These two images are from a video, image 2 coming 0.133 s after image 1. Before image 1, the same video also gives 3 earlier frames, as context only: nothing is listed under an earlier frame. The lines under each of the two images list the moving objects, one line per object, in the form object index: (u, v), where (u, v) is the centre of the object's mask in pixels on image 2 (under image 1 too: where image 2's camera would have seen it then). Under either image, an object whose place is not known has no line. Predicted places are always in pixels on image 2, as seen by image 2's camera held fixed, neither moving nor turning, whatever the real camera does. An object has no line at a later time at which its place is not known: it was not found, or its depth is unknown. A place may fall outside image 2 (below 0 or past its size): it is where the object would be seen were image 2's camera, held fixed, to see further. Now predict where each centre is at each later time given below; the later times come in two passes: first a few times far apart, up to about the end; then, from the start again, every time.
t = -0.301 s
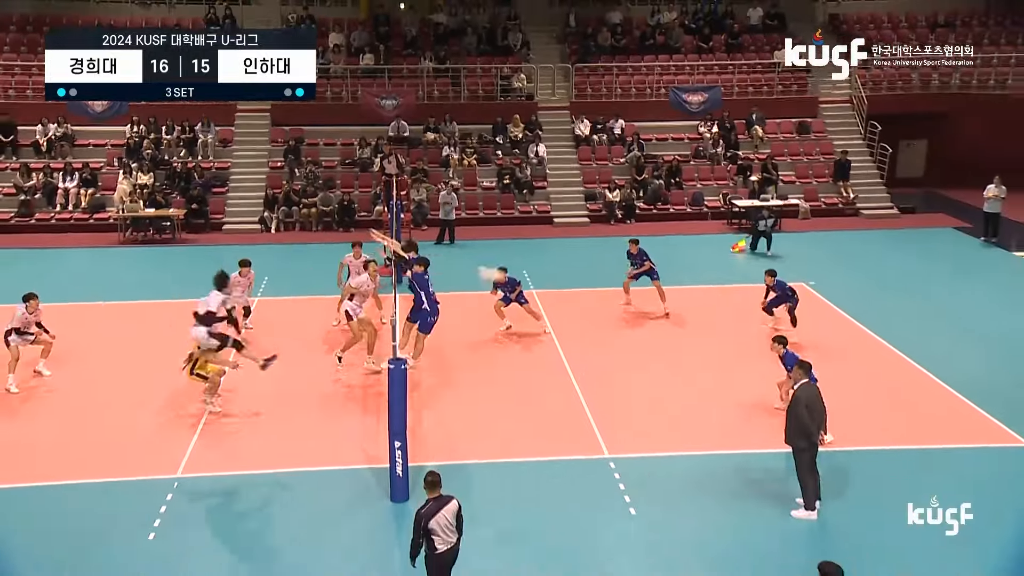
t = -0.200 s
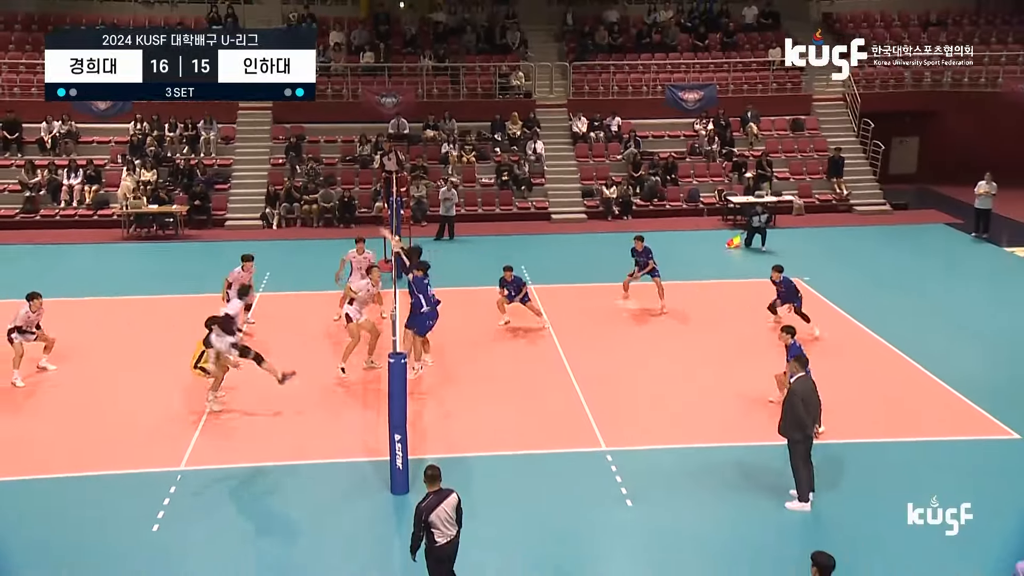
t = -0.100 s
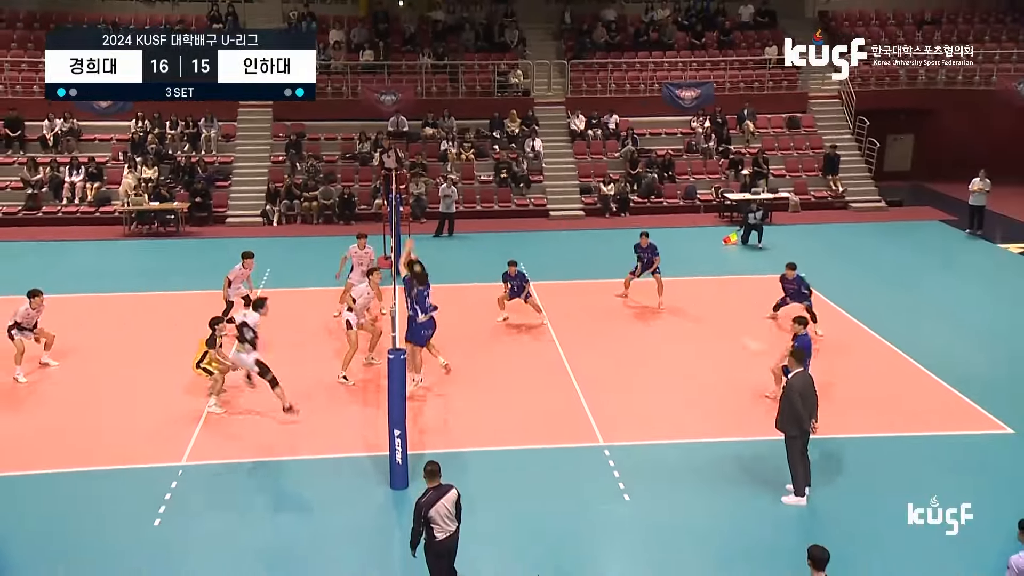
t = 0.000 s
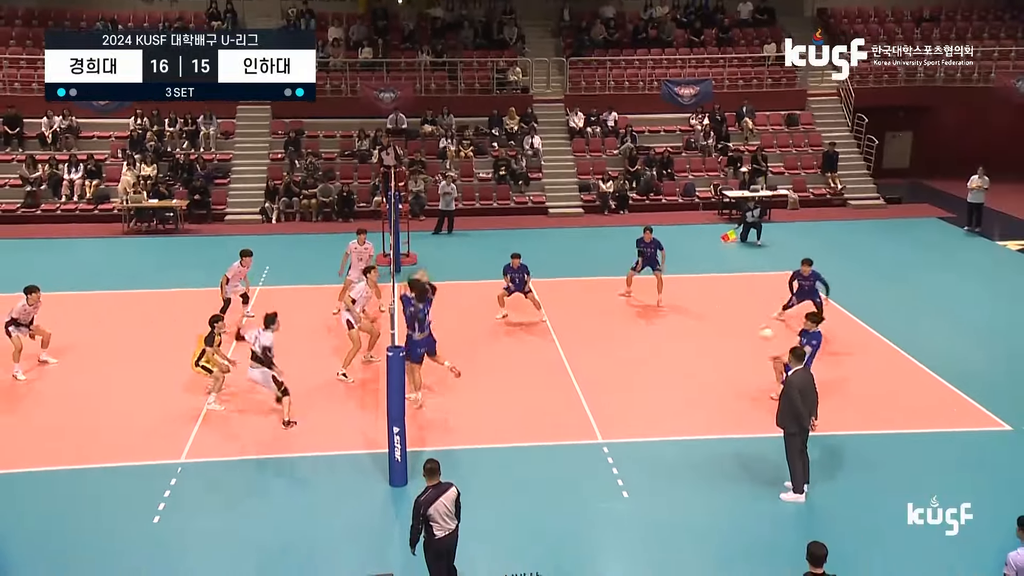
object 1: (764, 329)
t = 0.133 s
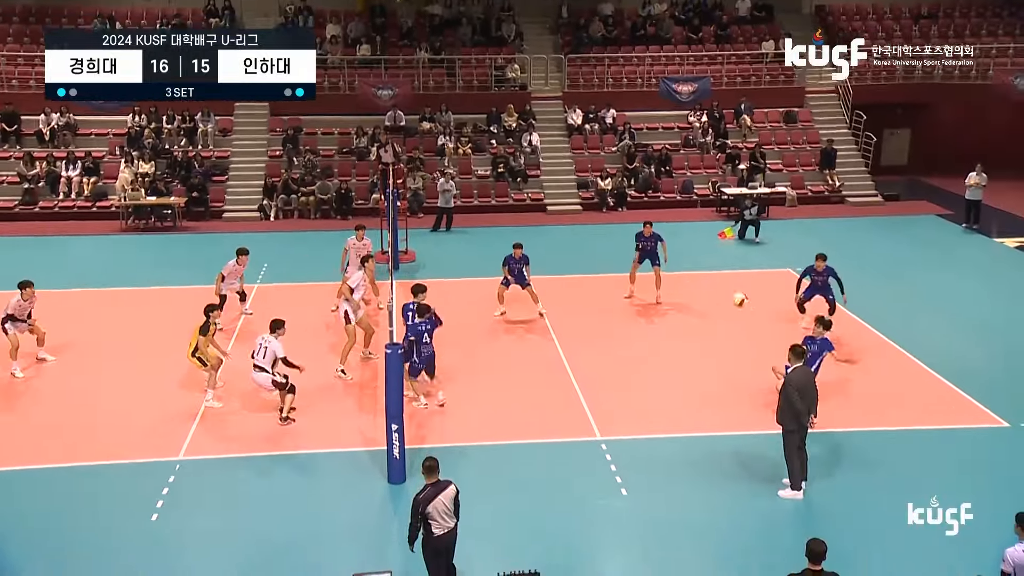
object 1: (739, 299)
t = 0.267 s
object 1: (714, 280)
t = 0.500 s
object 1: (662, 275)
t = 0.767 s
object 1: (581, 347)
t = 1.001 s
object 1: (486, 514)
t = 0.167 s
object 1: (734, 293)
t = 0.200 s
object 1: (727, 288)
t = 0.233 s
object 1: (720, 283)
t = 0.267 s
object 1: (714, 280)
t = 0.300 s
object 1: (707, 276)
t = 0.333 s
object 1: (701, 274)
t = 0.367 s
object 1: (693, 272)
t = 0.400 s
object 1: (686, 271)
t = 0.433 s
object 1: (679, 271)
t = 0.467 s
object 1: (671, 273)
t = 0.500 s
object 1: (662, 275)
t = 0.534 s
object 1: (652, 279)
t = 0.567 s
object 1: (644, 284)
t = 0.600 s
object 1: (634, 290)
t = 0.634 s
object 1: (627, 299)
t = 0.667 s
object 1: (615, 308)
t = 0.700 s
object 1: (604, 319)
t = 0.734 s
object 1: (592, 333)
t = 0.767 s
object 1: (581, 347)
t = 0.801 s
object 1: (572, 364)
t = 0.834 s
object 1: (557, 382)
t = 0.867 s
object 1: (544, 406)
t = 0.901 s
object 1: (530, 428)
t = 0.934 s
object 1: (514, 456)
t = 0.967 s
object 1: (499, 484)
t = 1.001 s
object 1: (486, 514)
